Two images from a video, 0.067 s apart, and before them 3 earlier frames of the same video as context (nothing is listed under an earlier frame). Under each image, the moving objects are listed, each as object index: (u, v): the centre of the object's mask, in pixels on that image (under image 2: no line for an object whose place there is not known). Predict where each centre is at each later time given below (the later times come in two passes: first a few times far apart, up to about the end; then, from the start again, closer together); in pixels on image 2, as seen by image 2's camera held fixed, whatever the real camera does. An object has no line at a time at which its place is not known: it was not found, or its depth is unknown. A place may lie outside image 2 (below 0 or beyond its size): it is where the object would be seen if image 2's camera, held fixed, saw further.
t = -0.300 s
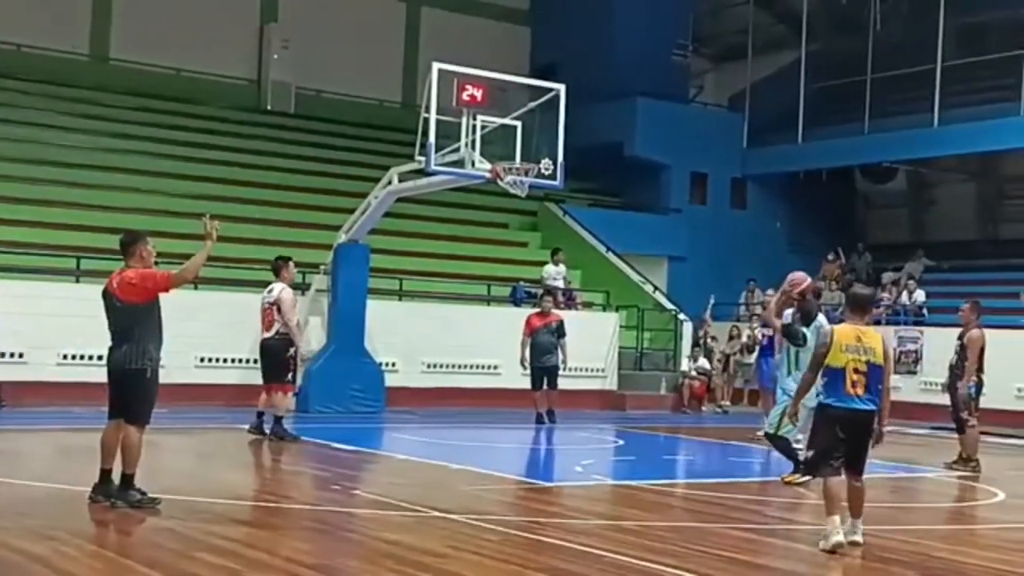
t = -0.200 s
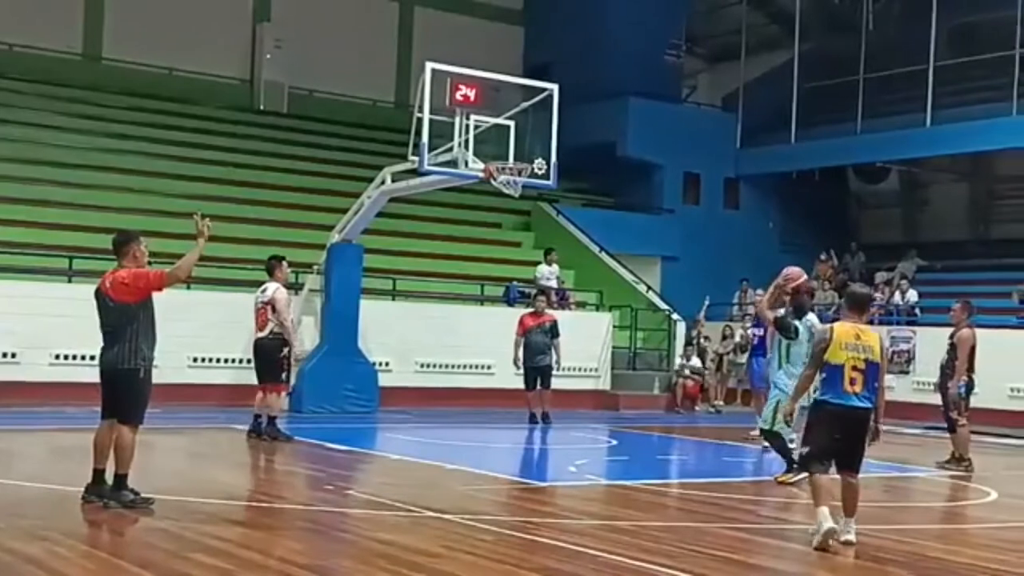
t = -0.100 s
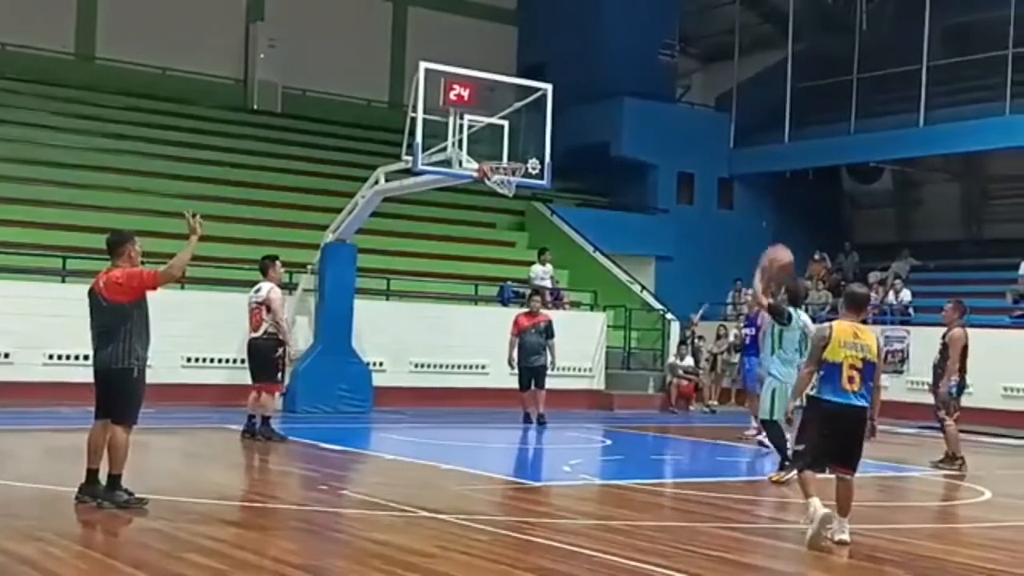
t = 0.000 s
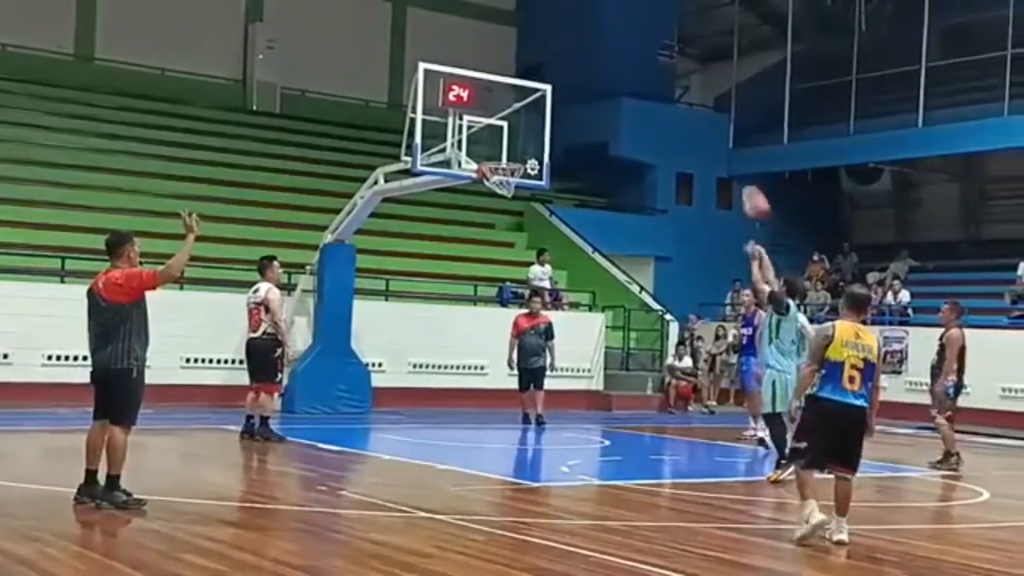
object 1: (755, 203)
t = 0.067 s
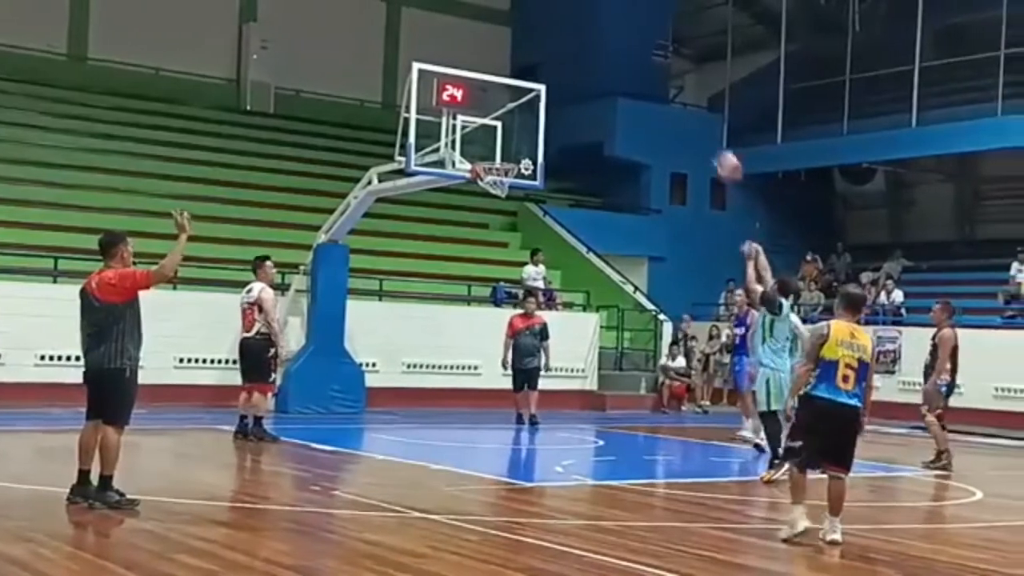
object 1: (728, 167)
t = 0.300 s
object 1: (666, 84)
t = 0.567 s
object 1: (600, 64)
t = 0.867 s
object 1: (531, 120)
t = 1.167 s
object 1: (489, 150)
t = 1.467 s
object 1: (497, 135)
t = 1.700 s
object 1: (500, 172)
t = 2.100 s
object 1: (465, 275)
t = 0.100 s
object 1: (719, 148)
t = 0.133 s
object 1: (709, 135)
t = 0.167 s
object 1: (700, 121)
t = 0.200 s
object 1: (690, 110)
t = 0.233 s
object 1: (681, 99)
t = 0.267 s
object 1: (672, 89)
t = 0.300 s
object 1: (666, 84)
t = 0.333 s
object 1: (656, 76)
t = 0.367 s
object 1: (647, 71)
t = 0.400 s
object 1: (639, 66)
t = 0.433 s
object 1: (631, 64)
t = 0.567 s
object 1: (600, 64)
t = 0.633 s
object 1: (584, 70)
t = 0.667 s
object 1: (577, 75)
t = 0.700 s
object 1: (570, 79)
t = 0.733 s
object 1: (561, 85)
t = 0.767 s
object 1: (556, 93)
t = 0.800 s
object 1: (548, 100)
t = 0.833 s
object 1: (539, 110)
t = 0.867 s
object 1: (531, 120)
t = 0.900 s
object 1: (526, 130)
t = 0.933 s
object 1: (517, 140)
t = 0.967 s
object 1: (511, 152)
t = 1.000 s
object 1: (509, 154)
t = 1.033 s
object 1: (504, 153)
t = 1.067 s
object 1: (501, 153)
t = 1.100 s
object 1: (495, 153)
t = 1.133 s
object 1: (491, 153)
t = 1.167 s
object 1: (489, 150)
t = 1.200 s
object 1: (487, 146)
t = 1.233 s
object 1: (486, 142)
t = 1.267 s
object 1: (488, 137)
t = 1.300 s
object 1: (489, 137)
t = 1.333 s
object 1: (491, 135)
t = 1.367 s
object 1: (493, 134)
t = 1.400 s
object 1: (494, 134)
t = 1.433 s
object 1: (495, 133)
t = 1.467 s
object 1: (497, 135)
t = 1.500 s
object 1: (498, 137)
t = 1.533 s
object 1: (500, 142)
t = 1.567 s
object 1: (501, 146)
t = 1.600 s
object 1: (501, 152)
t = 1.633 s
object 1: (502, 156)
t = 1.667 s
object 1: (503, 164)
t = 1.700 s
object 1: (500, 172)
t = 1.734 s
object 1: (496, 179)
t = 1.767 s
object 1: (494, 188)
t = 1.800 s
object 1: (492, 188)
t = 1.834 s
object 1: (488, 197)
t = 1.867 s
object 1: (485, 204)
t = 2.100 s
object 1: (465, 275)
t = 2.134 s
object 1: (461, 288)
